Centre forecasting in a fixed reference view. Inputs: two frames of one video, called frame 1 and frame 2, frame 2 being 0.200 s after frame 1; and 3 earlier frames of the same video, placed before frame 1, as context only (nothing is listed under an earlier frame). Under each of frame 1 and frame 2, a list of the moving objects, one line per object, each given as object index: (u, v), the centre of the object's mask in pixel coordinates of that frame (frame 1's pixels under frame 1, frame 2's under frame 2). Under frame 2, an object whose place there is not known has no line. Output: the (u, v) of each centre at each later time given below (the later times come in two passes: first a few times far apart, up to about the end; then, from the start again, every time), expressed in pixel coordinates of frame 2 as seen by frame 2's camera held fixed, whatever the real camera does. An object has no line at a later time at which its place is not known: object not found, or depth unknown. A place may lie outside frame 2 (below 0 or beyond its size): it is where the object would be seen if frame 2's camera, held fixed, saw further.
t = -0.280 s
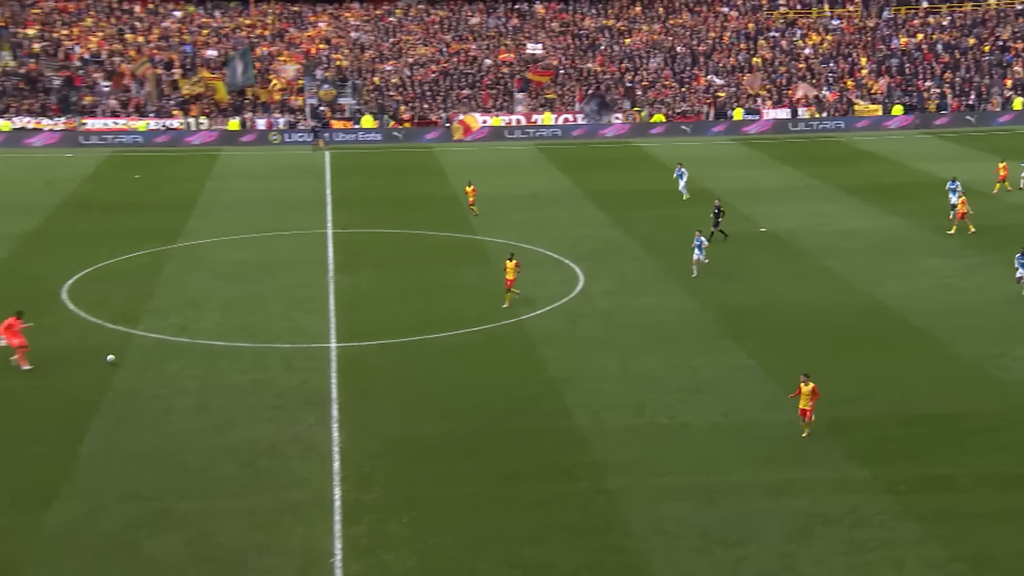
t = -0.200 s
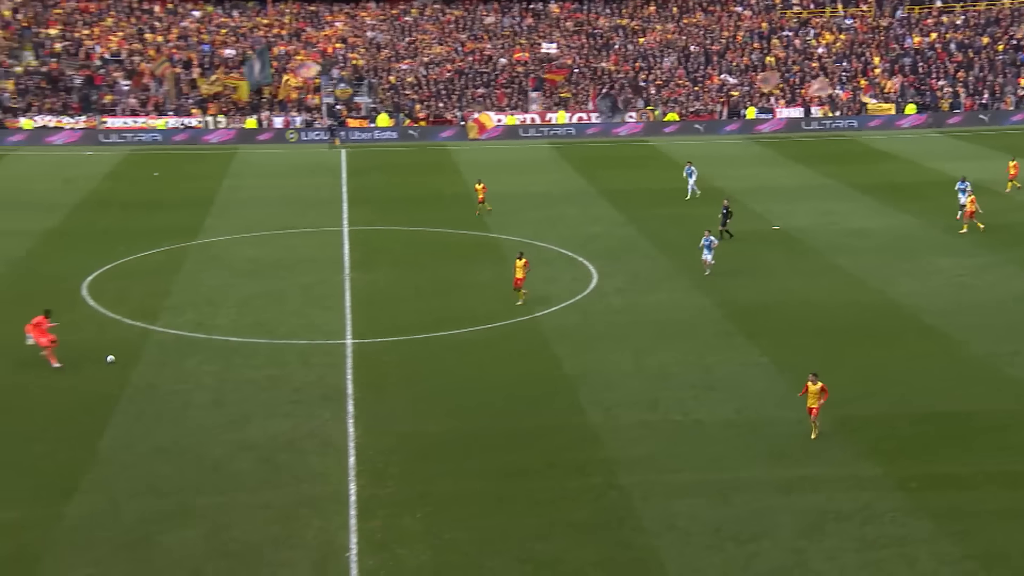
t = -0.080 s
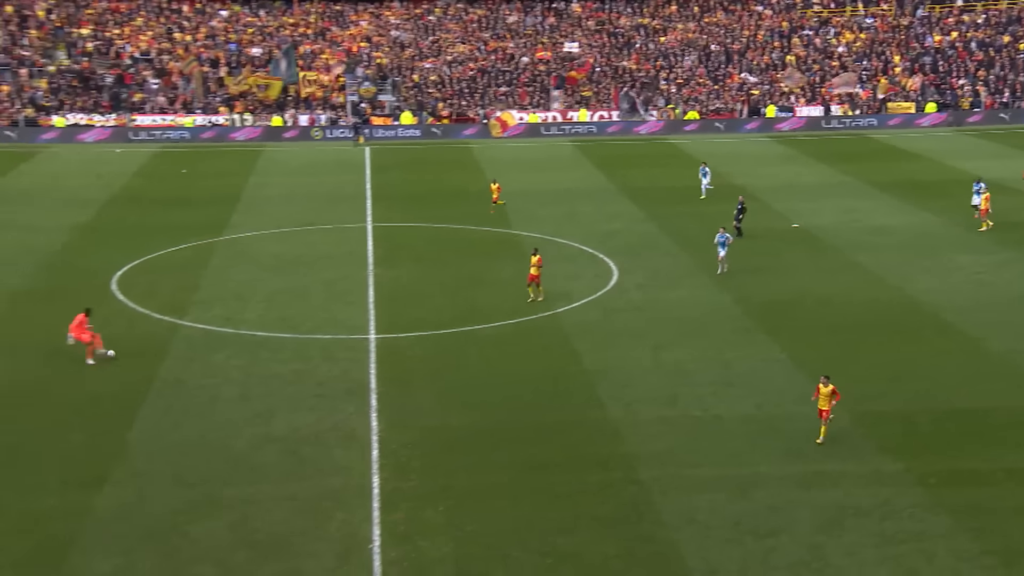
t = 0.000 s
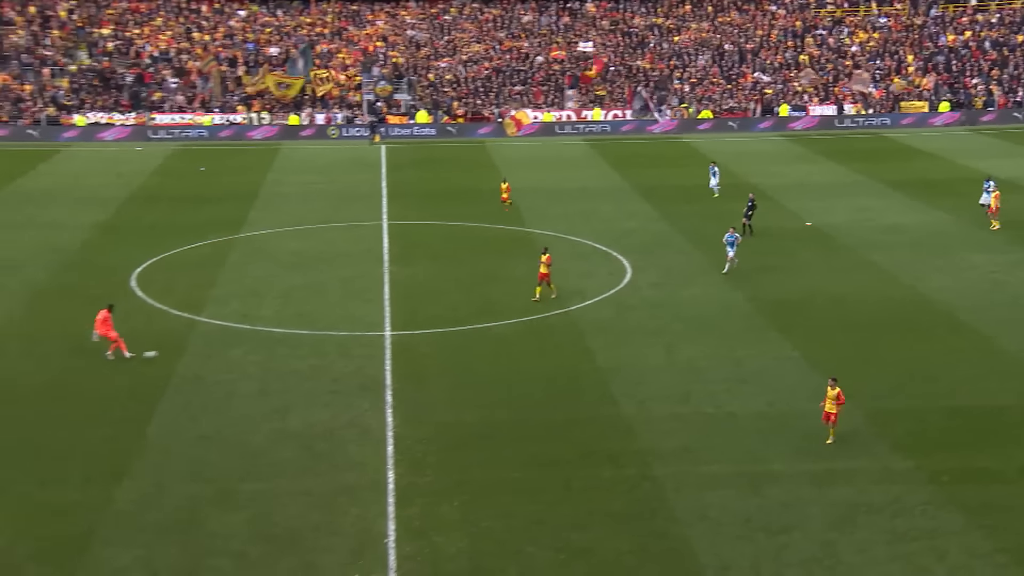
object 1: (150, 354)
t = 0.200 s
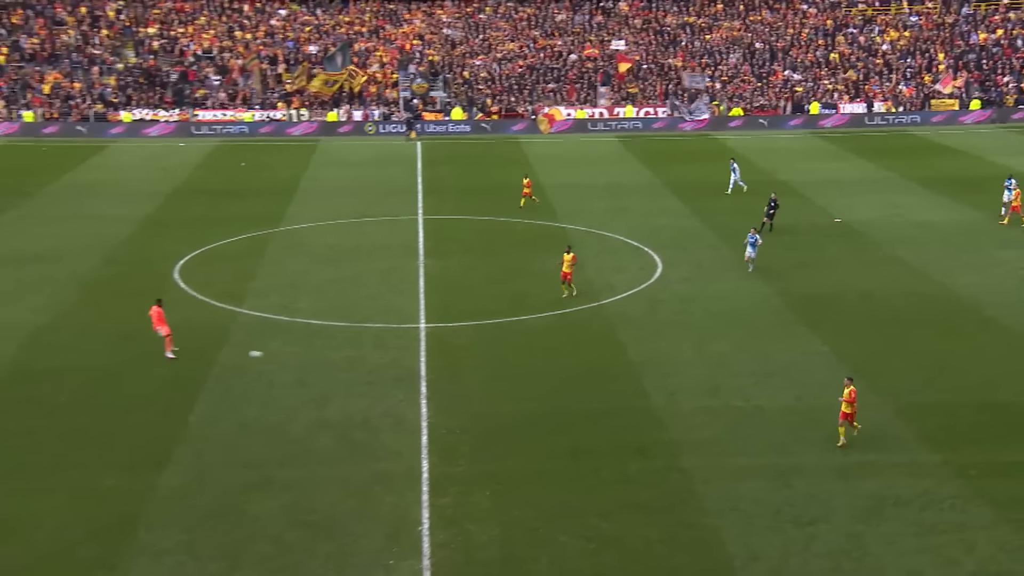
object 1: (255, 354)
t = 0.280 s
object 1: (282, 362)
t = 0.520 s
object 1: (353, 376)
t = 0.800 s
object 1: (430, 398)
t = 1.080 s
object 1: (497, 421)
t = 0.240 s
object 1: (268, 358)
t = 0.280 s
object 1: (282, 362)
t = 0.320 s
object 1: (295, 367)
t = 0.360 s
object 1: (308, 372)
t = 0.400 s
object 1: (319, 372)
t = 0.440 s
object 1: (330, 372)
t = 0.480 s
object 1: (341, 374)
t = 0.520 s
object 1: (353, 376)
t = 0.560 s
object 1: (364, 379)
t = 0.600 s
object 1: (375, 382)
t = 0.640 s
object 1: (386, 386)
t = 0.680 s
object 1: (398, 390)
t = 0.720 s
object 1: (410, 397)
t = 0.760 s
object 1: (419, 398)
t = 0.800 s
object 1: (430, 398)
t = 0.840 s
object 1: (439, 399)
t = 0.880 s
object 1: (448, 401)
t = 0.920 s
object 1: (458, 404)
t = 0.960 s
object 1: (467, 407)
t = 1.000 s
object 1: (477, 411)
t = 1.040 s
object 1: (487, 416)
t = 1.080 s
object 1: (497, 421)
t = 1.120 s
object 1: (505, 422)
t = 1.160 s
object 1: (515, 423)
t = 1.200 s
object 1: (524, 425)
